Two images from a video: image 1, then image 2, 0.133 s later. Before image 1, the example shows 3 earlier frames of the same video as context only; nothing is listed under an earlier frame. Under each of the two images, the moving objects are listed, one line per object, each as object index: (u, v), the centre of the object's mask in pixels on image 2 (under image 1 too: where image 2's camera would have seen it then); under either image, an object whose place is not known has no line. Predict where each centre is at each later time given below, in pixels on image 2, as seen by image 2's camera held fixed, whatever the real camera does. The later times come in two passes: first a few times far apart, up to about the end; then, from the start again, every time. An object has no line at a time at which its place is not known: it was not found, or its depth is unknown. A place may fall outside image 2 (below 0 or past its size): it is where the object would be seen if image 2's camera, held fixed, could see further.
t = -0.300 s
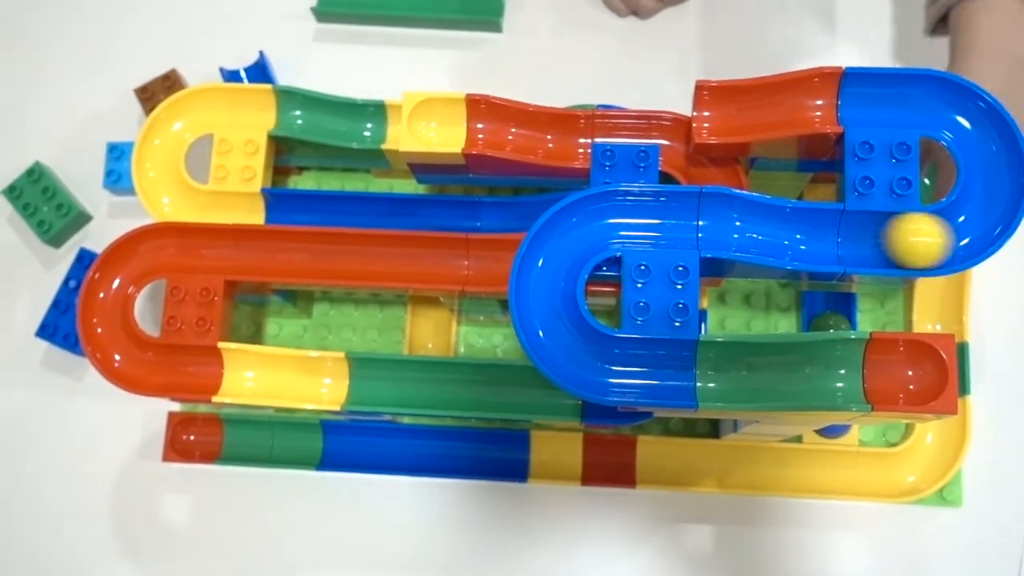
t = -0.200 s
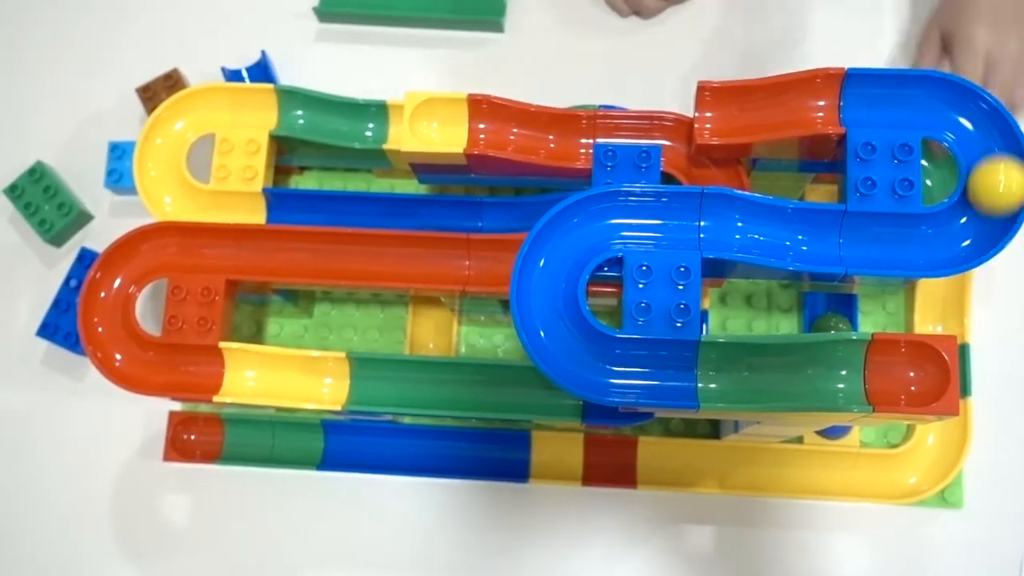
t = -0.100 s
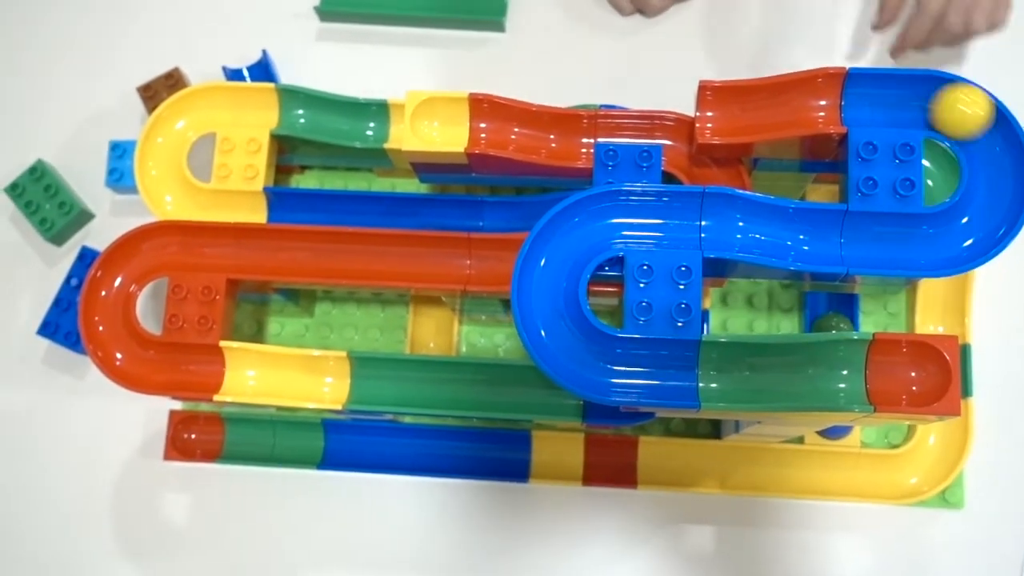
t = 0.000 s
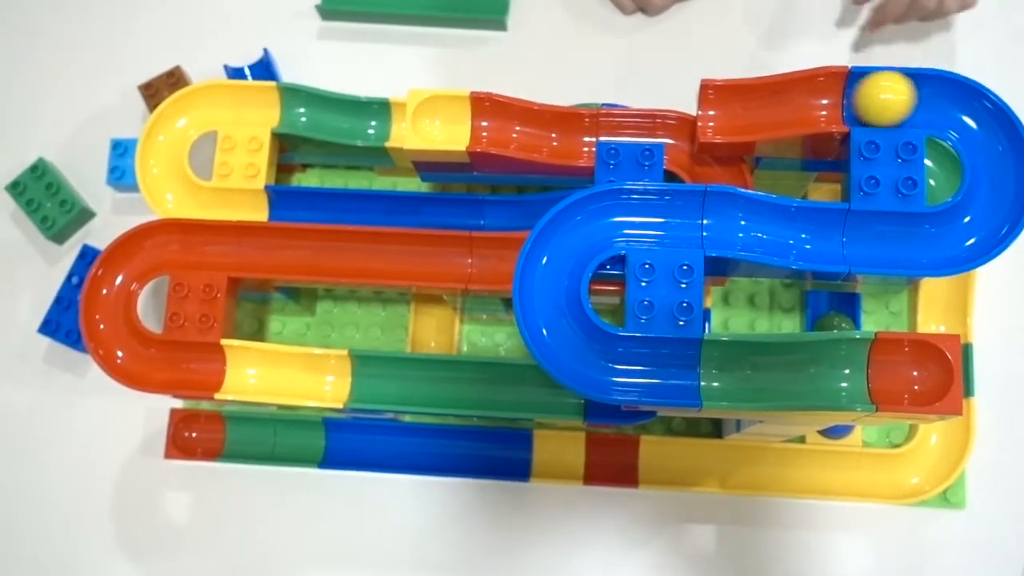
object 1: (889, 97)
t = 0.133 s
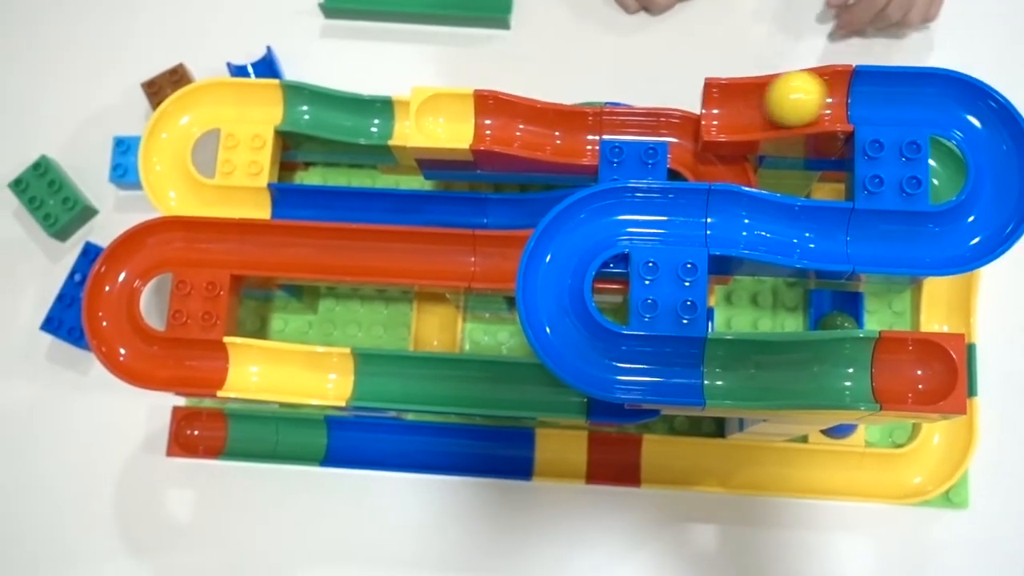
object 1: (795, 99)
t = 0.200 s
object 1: (730, 107)
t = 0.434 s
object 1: (536, 125)
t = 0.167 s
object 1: (765, 103)
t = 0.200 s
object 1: (730, 107)
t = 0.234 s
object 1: (693, 109)
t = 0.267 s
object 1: (655, 114)
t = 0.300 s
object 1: (620, 122)
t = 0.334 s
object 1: (586, 132)
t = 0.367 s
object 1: (564, 131)
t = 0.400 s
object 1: (547, 127)
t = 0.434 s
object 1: (536, 125)
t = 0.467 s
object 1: (531, 124)
